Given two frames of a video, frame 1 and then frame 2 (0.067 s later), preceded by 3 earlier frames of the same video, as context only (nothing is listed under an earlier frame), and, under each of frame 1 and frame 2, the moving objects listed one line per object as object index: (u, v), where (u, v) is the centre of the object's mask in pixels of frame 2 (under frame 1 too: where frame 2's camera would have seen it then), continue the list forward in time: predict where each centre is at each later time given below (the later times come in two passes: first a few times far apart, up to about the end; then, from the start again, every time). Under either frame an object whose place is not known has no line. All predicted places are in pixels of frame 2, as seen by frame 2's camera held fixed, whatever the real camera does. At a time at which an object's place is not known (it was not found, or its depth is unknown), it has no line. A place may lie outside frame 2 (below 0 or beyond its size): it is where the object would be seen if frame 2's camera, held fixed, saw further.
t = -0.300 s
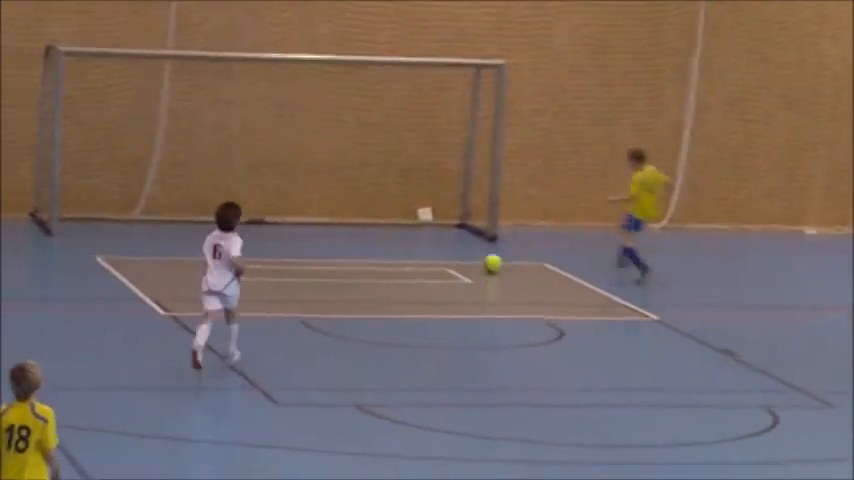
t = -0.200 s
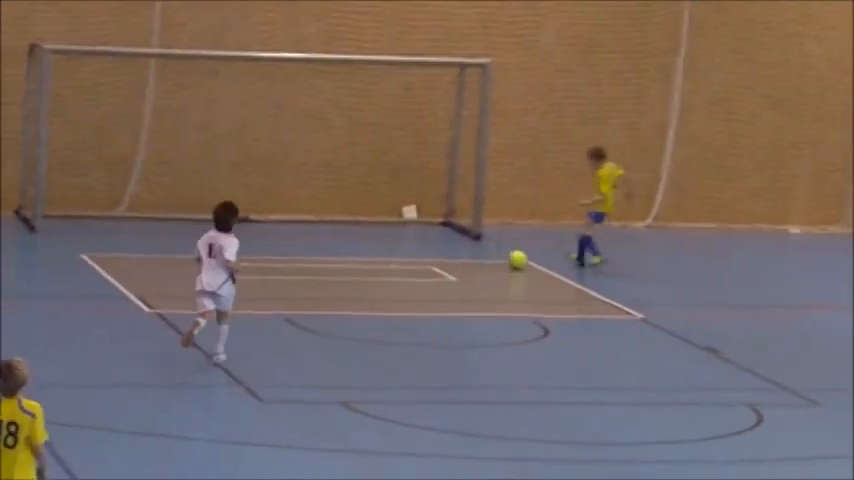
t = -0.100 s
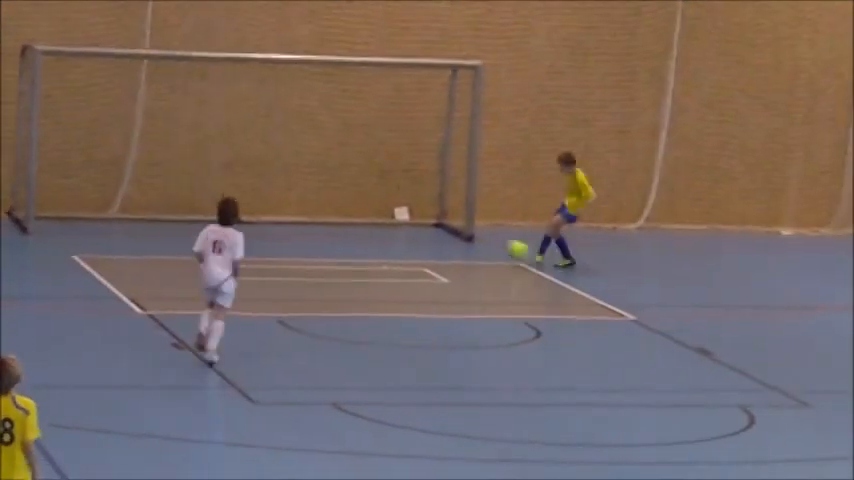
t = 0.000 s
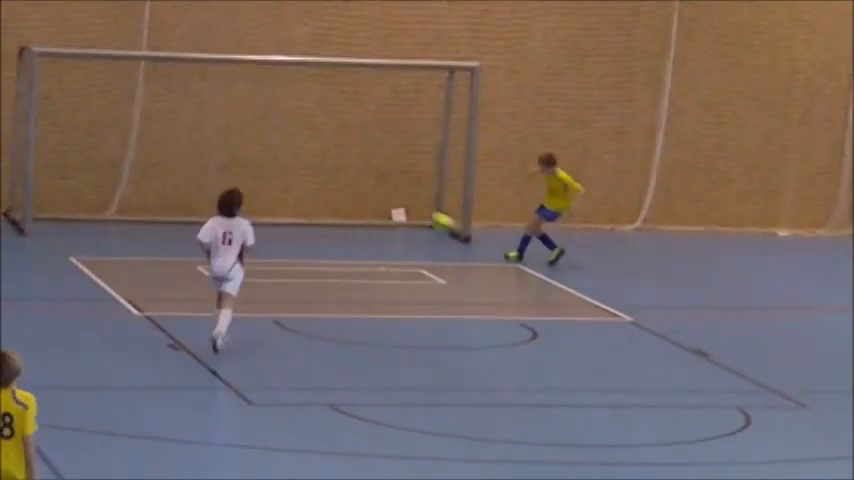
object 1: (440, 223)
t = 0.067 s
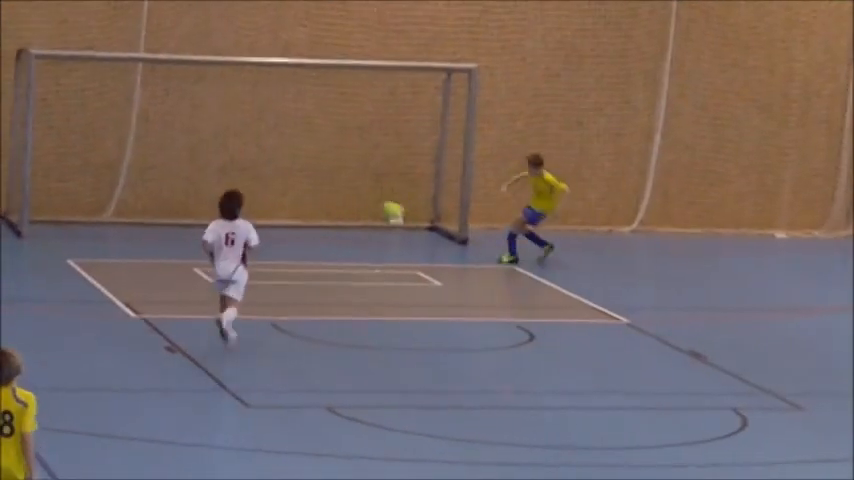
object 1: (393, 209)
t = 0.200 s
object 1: (302, 192)
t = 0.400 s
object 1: (215, 192)
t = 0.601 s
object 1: (175, 215)
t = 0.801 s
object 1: (149, 214)
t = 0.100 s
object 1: (371, 203)
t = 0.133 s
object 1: (347, 199)
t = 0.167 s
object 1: (324, 196)
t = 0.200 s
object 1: (302, 192)
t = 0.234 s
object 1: (280, 191)
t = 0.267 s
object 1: (263, 190)
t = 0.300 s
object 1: (237, 188)
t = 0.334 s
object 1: (231, 188)
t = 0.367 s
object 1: (223, 190)
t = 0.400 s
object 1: (215, 192)
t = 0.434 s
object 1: (207, 196)
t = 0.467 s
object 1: (202, 200)
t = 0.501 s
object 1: (194, 206)
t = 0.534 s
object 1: (185, 214)
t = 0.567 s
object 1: (181, 217)
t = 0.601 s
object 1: (175, 215)
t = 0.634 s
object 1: (172, 214)
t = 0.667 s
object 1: (168, 209)
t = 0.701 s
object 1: (163, 210)
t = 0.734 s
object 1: (158, 211)
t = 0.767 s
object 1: (156, 212)
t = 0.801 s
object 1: (149, 214)
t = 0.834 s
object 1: (145, 217)
